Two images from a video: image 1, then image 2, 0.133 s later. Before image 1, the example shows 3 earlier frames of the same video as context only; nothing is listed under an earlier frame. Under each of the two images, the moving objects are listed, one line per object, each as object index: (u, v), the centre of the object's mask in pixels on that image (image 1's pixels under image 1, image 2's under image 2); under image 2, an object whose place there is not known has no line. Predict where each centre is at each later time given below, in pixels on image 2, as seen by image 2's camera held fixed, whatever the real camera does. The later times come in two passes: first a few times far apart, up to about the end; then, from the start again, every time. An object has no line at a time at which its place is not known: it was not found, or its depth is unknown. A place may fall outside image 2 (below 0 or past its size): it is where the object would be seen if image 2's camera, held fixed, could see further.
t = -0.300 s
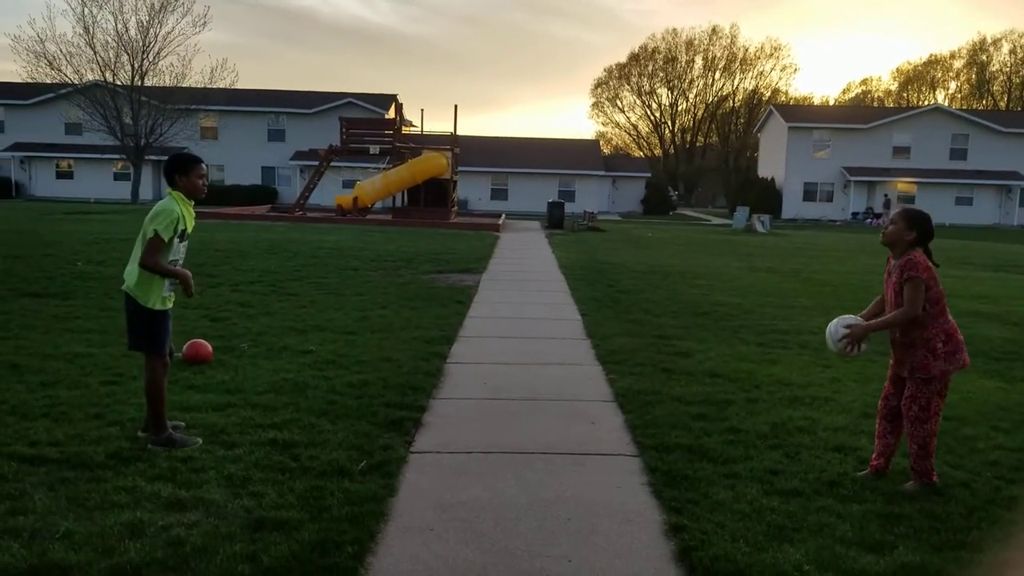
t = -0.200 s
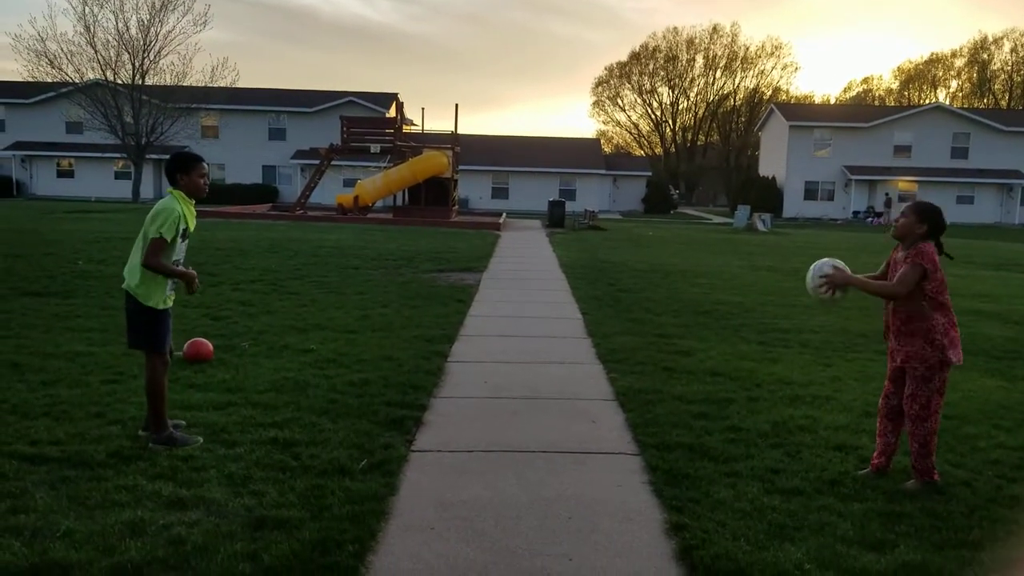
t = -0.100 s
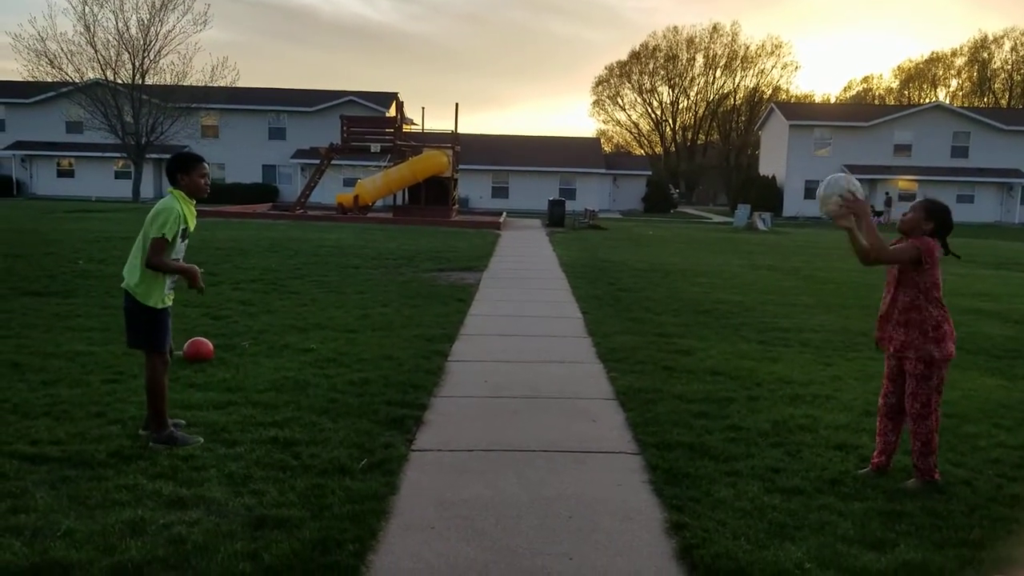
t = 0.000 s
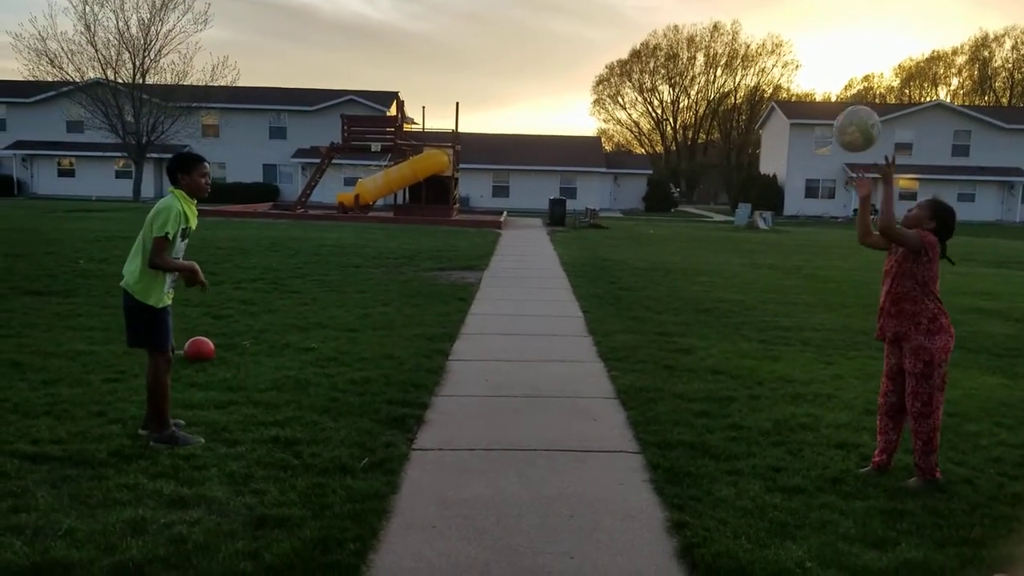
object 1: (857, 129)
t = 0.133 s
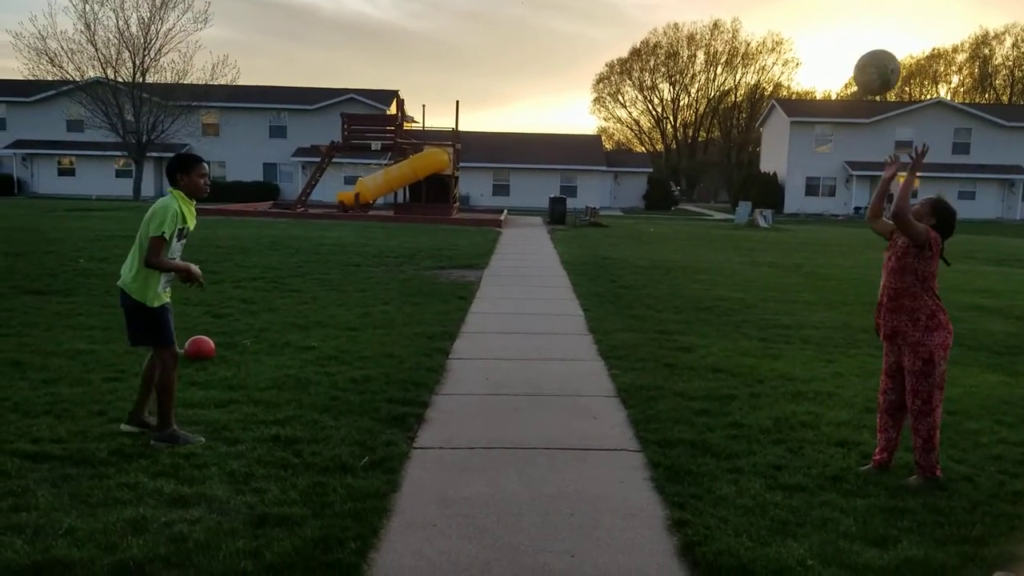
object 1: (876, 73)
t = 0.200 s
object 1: (885, 60)
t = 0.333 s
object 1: (898, 63)
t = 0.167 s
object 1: (881, 65)
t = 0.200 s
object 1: (885, 60)
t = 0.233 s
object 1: (888, 57)
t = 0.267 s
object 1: (892, 57)
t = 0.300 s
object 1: (895, 59)
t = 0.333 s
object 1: (898, 63)
